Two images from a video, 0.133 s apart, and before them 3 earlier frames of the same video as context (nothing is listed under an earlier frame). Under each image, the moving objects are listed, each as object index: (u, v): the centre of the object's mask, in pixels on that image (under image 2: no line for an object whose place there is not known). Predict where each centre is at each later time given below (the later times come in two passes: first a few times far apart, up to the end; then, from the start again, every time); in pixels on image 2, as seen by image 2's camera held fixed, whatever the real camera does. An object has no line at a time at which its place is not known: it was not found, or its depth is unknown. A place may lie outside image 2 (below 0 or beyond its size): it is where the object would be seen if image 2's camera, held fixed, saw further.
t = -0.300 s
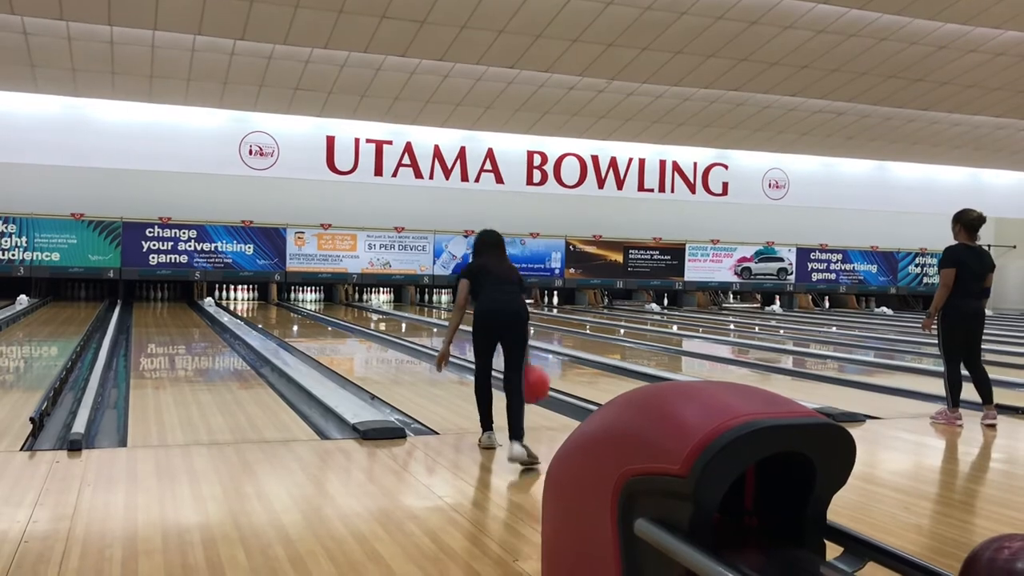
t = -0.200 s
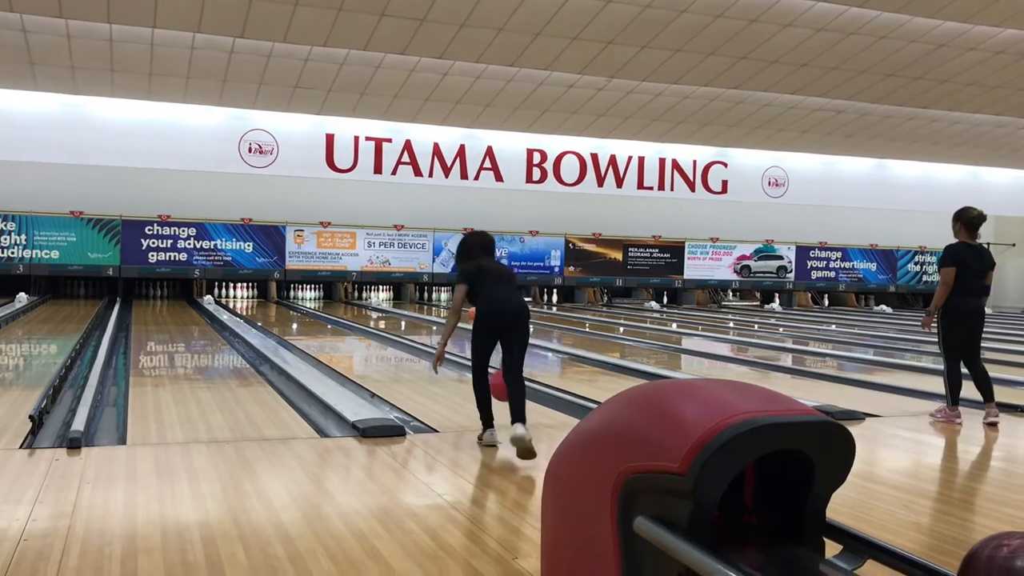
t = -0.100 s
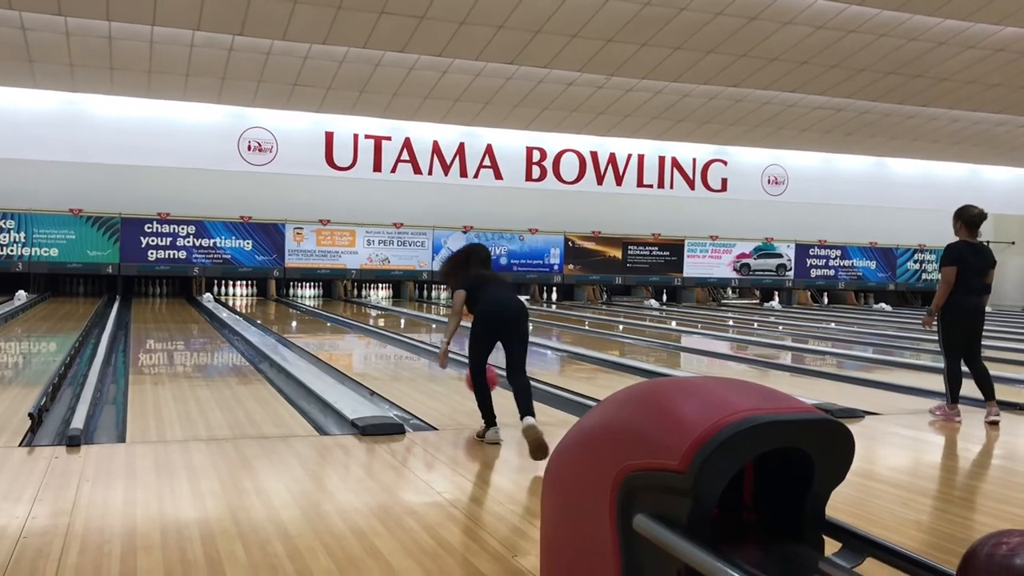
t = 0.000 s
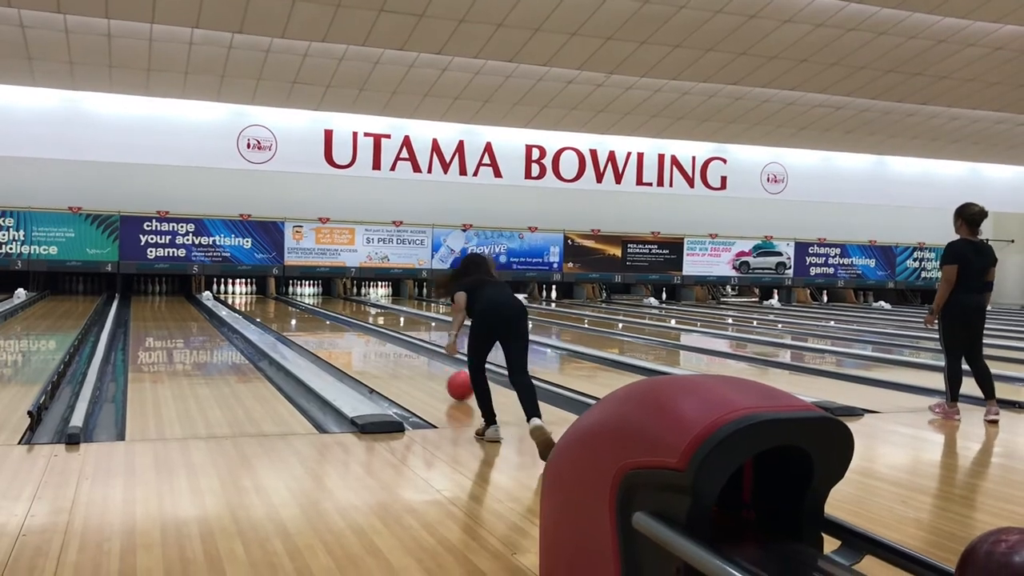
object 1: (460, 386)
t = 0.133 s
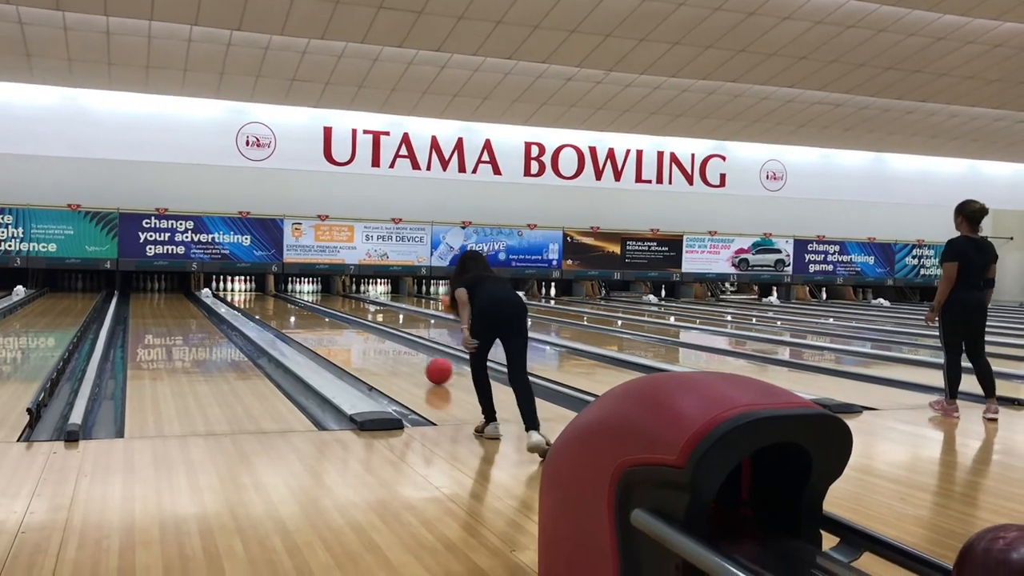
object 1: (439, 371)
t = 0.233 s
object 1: (425, 364)
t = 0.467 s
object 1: (399, 349)
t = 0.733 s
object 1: (376, 336)
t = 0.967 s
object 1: (361, 328)
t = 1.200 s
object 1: (348, 320)
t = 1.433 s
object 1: (339, 316)
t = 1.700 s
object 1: (332, 314)
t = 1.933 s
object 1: (320, 310)
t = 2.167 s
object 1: (311, 307)
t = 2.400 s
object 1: (302, 304)
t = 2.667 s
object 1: (293, 301)
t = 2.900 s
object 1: (287, 298)
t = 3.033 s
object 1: (285, 297)
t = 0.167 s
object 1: (434, 368)
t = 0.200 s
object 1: (429, 366)
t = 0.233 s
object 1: (425, 364)
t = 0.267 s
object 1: (421, 361)
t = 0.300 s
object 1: (417, 359)
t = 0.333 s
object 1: (413, 357)
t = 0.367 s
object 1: (409, 355)
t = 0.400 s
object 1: (405, 353)
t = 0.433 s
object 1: (402, 351)
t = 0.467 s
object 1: (399, 349)
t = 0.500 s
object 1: (396, 347)
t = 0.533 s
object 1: (393, 345)
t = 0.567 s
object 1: (390, 344)
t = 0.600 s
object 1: (387, 342)
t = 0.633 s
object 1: (384, 340)
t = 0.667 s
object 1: (381, 339)
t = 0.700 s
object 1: (378, 337)
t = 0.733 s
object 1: (376, 336)
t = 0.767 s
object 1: (374, 335)
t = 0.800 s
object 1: (371, 334)
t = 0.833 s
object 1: (369, 332)
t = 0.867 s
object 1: (367, 331)
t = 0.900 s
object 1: (365, 330)
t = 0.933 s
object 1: (363, 329)
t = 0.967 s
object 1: (361, 328)
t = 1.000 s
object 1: (358, 327)
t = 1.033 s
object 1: (357, 325)
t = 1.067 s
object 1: (356, 325)
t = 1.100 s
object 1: (354, 324)
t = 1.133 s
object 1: (352, 323)
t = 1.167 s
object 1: (350, 321)
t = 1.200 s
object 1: (348, 320)
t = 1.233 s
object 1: (347, 319)
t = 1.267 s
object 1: (346, 319)
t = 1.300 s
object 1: (345, 318)
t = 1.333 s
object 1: (343, 318)
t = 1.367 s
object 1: (342, 317)
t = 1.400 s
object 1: (340, 317)
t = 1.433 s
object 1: (339, 316)
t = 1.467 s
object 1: (338, 315)
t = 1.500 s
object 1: (336, 315)
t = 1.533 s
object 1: (335, 314)
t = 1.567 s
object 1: (334, 313)
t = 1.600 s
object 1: (334, 313)
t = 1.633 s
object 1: (333, 313)
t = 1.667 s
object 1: (333, 314)
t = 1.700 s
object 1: (332, 314)
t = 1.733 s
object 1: (330, 312)
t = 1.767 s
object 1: (327, 312)
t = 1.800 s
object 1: (325, 311)
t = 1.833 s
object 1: (324, 311)
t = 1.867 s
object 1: (323, 311)
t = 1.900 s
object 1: (322, 311)
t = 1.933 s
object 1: (320, 310)
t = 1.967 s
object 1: (319, 309)
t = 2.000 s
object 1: (317, 309)
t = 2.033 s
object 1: (315, 308)
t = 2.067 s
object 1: (314, 308)
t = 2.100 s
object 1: (313, 308)
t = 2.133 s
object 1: (312, 307)
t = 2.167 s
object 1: (311, 307)
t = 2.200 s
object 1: (309, 307)
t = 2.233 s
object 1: (308, 306)
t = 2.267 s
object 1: (307, 306)
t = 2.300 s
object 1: (304, 305)
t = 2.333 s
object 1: (304, 305)
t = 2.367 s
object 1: (302, 304)
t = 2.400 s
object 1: (302, 304)
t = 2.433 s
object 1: (301, 304)
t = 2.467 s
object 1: (300, 303)
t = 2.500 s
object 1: (298, 303)
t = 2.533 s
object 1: (296, 302)
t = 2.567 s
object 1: (296, 302)
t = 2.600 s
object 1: (294, 301)
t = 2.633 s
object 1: (293, 301)
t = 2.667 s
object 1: (293, 301)
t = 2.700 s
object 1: (293, 301)
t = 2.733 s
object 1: (292, 300)
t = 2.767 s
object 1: (290, 300)
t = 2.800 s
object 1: (290, 300)
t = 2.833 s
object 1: (289, 299)
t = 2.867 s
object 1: (289, 299)
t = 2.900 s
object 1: (287, 298)
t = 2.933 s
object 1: (286, 298)
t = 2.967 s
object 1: (286, 298)
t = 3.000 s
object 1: (285, 298)
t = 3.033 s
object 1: (285, 297)
